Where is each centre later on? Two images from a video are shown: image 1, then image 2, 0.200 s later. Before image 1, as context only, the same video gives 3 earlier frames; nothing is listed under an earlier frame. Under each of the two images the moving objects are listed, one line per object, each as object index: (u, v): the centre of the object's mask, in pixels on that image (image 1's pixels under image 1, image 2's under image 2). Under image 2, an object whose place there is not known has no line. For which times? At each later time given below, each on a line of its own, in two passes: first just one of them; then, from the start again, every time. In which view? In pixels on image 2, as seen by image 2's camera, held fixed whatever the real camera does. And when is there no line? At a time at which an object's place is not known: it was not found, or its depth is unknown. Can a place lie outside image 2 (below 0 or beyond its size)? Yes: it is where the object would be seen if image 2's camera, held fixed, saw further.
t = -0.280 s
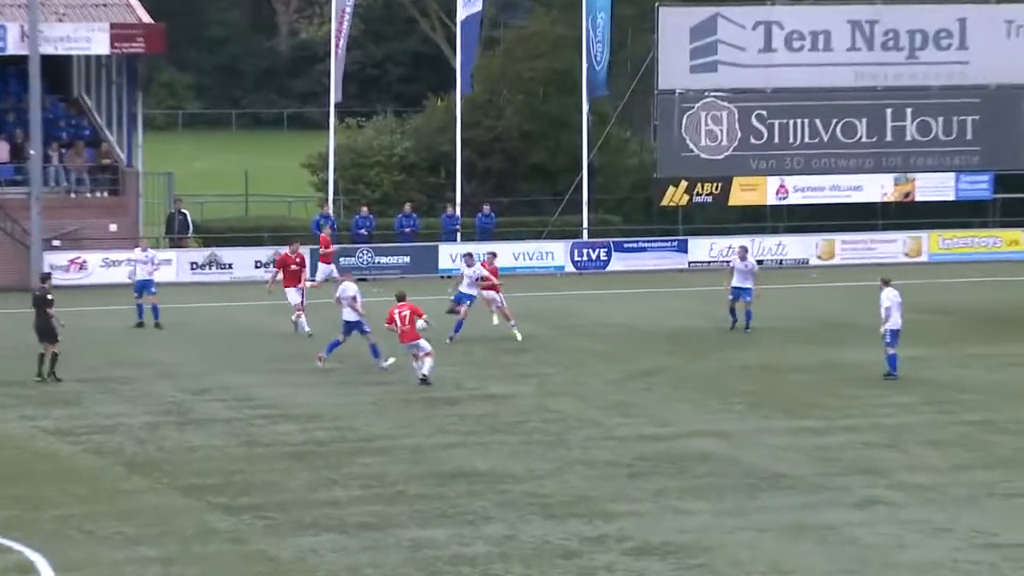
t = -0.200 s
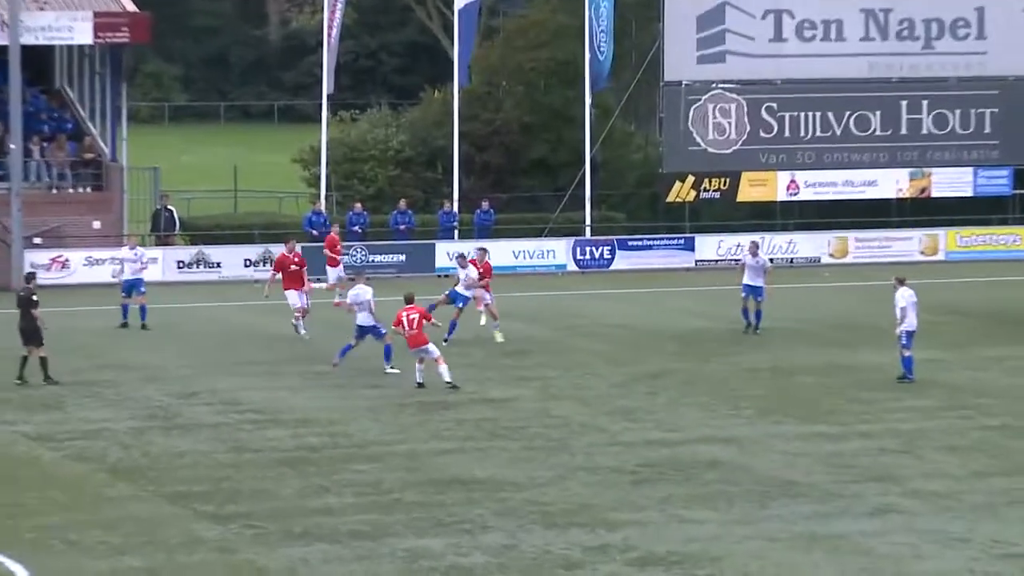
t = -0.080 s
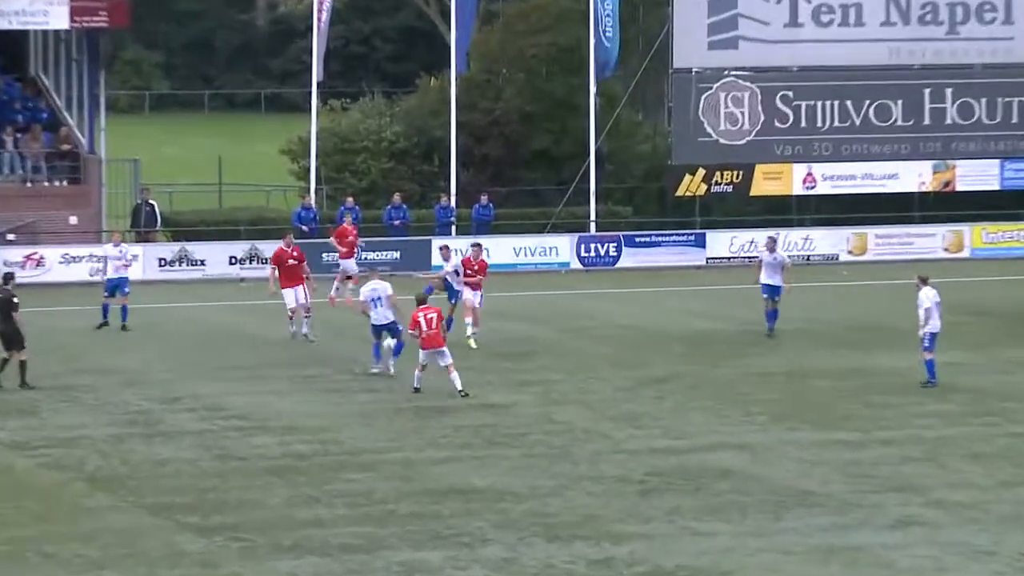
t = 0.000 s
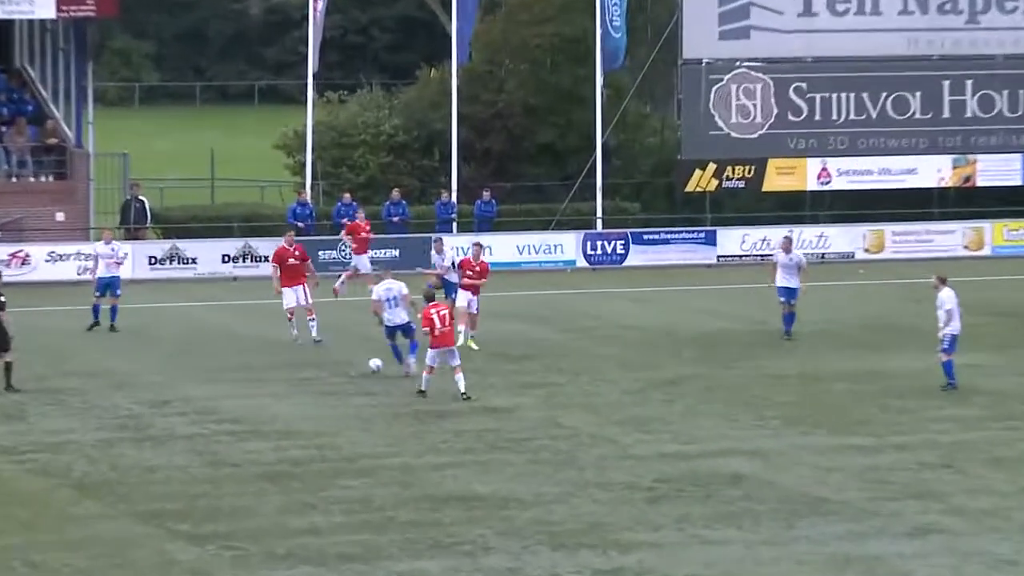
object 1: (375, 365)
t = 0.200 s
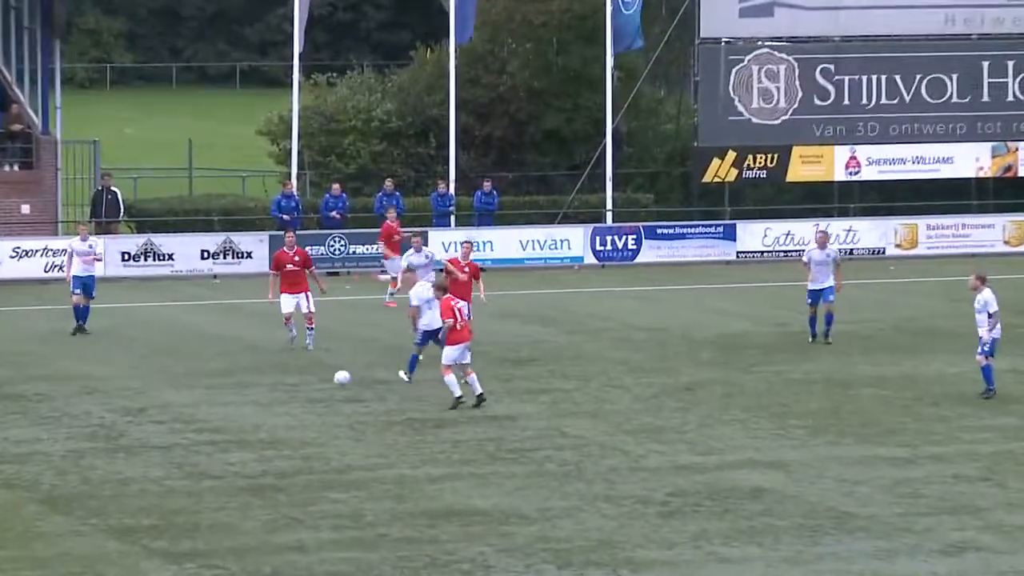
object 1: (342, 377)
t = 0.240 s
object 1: (339, 383)
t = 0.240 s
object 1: (339, 383)
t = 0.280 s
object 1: (337, 390)
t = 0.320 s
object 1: (334, 401)
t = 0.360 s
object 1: (333, 412)
